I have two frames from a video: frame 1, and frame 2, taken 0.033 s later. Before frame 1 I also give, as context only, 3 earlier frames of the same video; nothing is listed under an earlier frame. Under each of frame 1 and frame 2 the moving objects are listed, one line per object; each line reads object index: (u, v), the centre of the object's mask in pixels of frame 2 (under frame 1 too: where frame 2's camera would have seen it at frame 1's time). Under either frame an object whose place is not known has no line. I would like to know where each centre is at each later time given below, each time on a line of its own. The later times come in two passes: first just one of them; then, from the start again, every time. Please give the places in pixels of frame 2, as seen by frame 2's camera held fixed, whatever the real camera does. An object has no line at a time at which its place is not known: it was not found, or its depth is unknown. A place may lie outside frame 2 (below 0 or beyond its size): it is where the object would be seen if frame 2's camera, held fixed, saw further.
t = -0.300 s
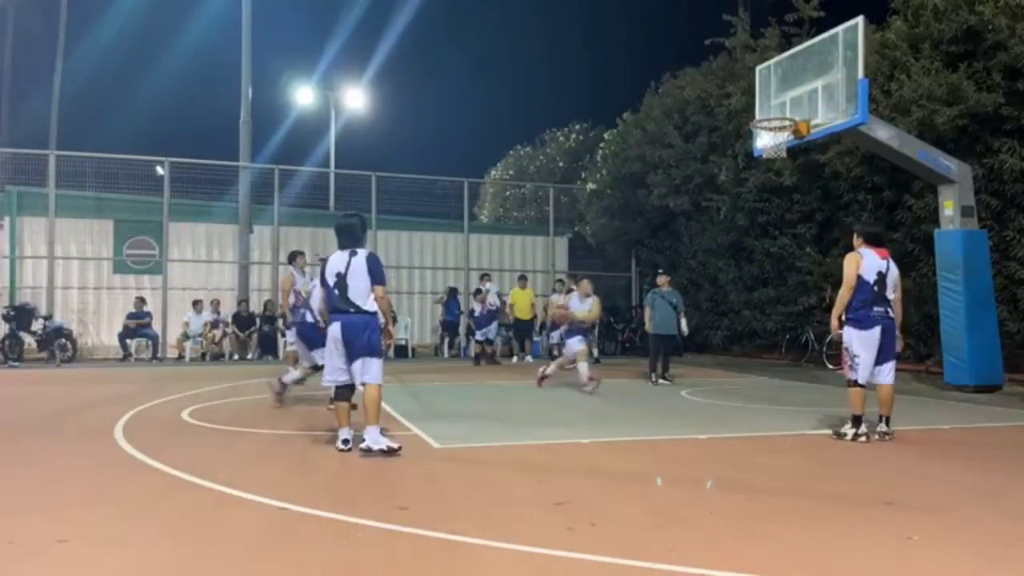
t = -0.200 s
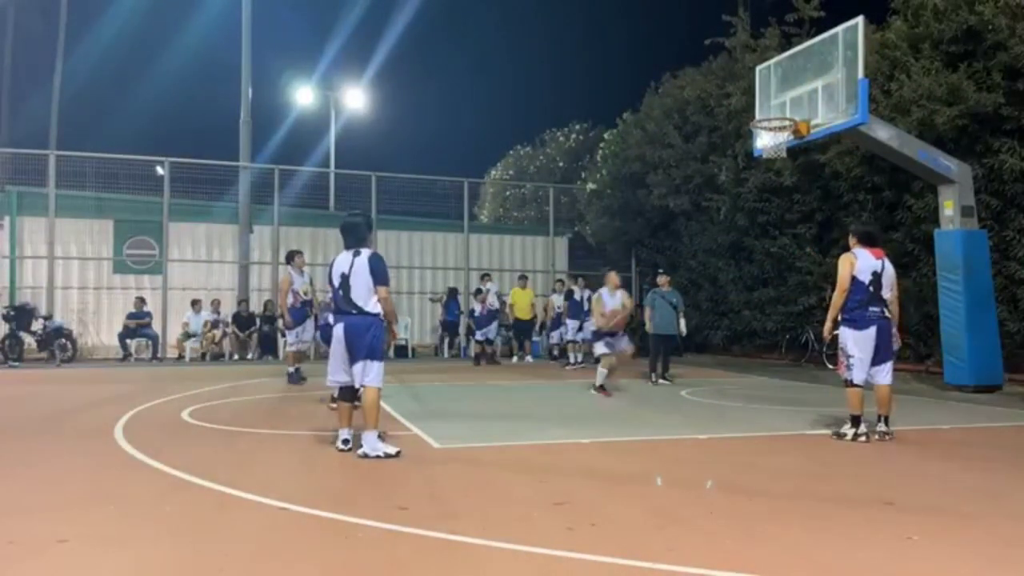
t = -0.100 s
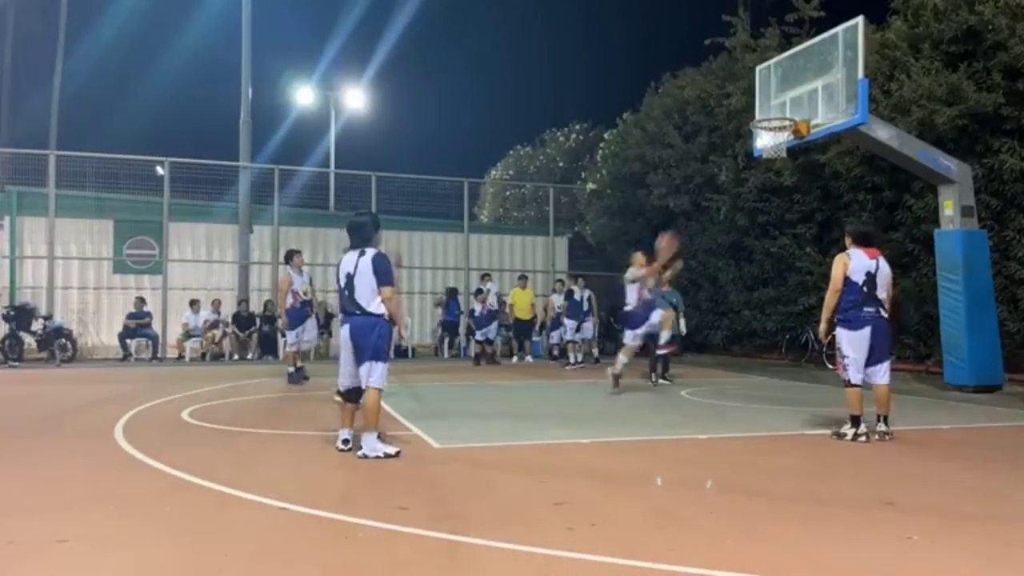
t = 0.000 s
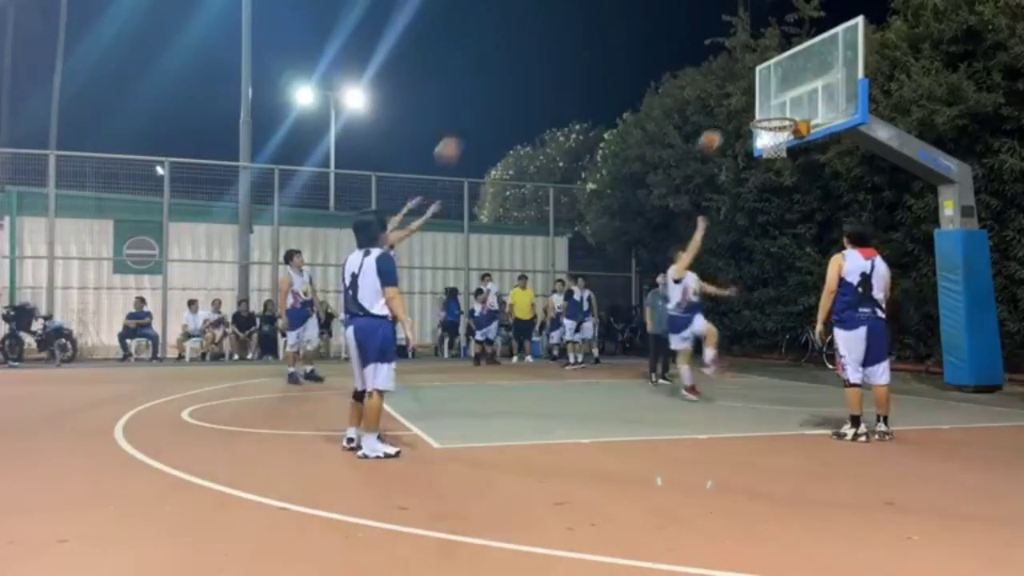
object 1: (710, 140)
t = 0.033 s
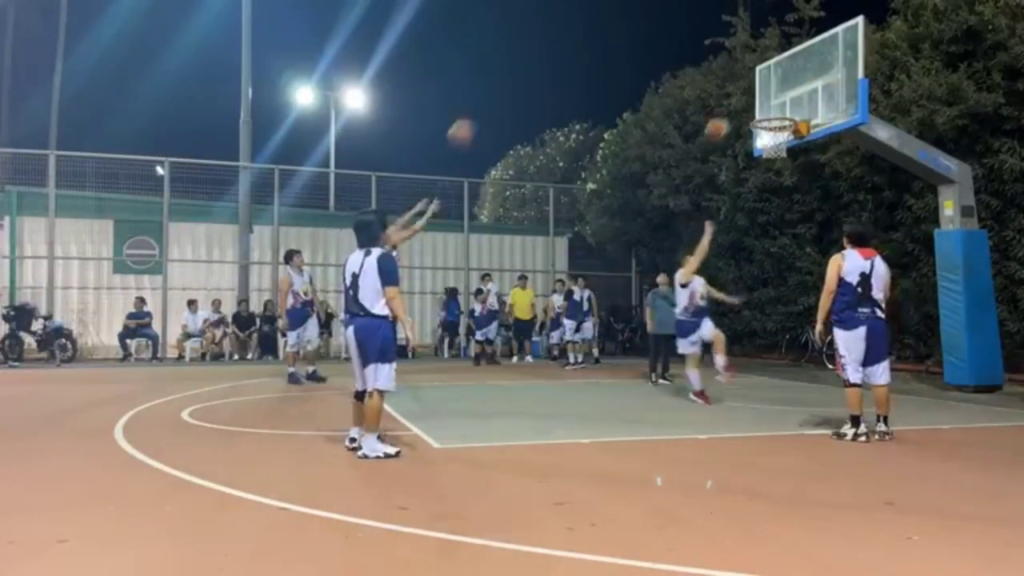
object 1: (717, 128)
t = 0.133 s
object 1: (755, 74)
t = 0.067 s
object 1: (731, 105)
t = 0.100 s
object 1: (742, 88)
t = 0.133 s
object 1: (755, 74)
